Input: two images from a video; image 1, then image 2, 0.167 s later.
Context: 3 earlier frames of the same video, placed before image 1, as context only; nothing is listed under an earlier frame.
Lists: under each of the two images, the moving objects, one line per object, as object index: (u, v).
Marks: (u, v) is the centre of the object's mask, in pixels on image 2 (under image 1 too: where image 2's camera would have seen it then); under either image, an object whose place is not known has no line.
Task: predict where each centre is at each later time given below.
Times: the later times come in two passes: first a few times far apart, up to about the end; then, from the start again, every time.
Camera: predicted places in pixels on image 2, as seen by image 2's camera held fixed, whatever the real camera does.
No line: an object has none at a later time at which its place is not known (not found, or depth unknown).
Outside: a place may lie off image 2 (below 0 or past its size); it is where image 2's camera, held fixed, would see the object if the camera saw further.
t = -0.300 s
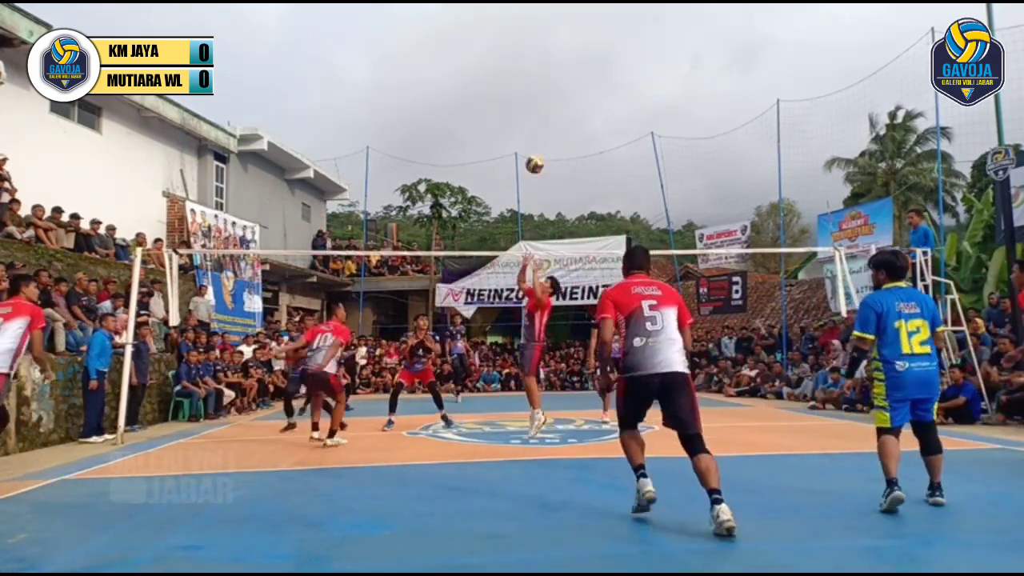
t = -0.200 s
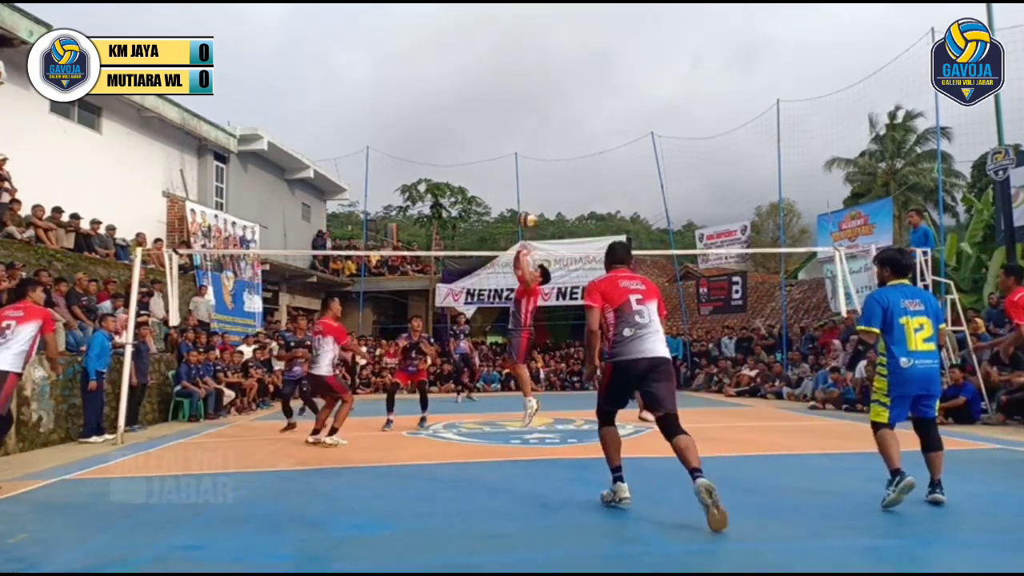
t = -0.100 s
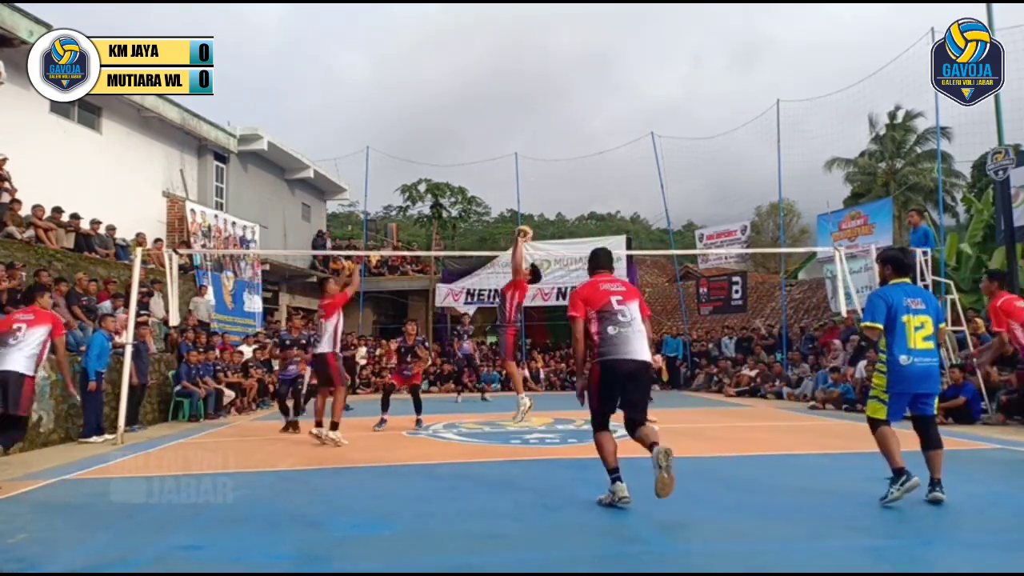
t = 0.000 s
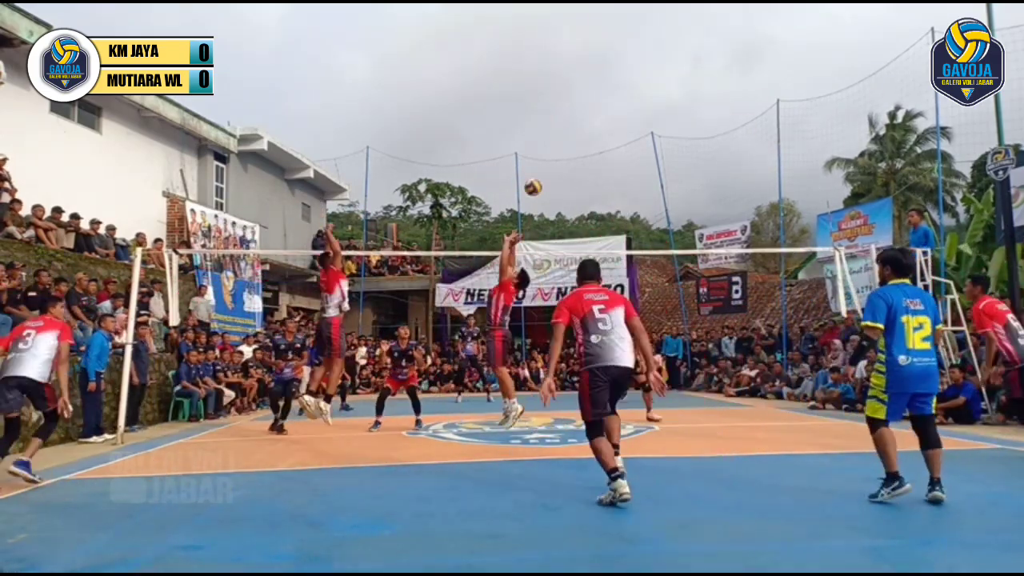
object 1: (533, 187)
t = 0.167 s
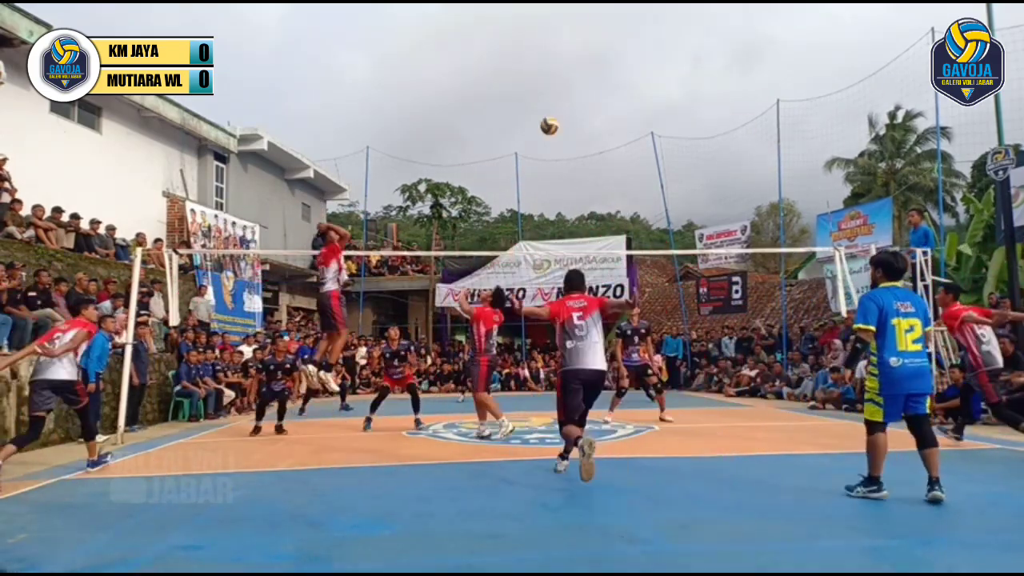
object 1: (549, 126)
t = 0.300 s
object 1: (562, 92)
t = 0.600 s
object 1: (595, 69)
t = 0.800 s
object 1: (620, 99)
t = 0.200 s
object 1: (552, 116)
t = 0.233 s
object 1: (556, 107)
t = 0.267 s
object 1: (559, 99)
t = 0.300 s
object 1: (562, 92)
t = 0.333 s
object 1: (566, 86)
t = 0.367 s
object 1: (569, 80)
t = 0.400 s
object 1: (573, 76)
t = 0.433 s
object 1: (576, 73)
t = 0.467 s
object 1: (580, 70)
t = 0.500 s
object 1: (584, 68)
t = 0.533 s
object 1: (587, 68)
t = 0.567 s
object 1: (591, 68)
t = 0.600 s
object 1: (595, 69)
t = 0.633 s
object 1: (599, 72)
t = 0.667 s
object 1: (603, 75)
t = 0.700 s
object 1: (606, 80)
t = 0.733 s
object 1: (611, 84)
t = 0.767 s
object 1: (615, 91)
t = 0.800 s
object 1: (620, 99)
